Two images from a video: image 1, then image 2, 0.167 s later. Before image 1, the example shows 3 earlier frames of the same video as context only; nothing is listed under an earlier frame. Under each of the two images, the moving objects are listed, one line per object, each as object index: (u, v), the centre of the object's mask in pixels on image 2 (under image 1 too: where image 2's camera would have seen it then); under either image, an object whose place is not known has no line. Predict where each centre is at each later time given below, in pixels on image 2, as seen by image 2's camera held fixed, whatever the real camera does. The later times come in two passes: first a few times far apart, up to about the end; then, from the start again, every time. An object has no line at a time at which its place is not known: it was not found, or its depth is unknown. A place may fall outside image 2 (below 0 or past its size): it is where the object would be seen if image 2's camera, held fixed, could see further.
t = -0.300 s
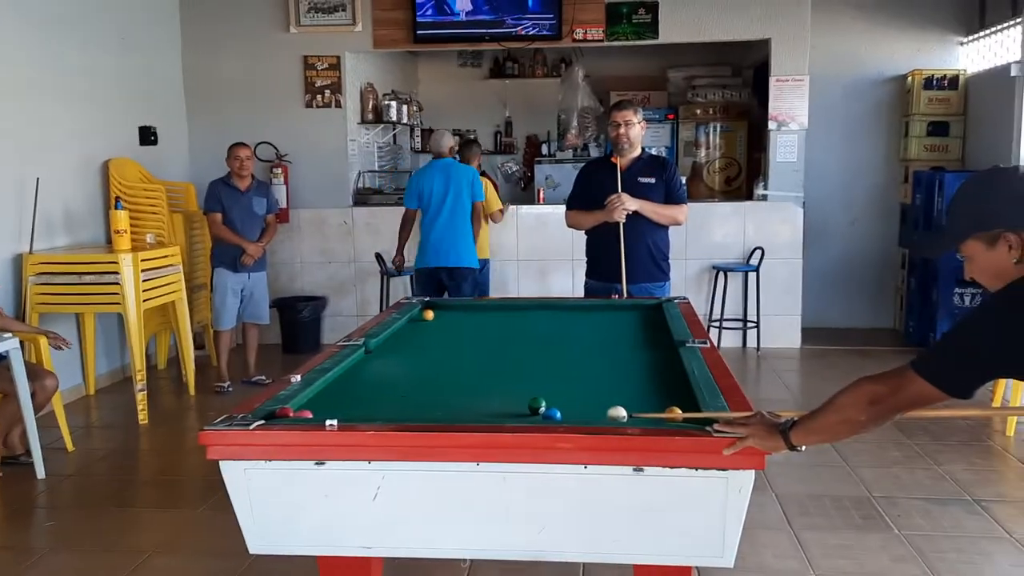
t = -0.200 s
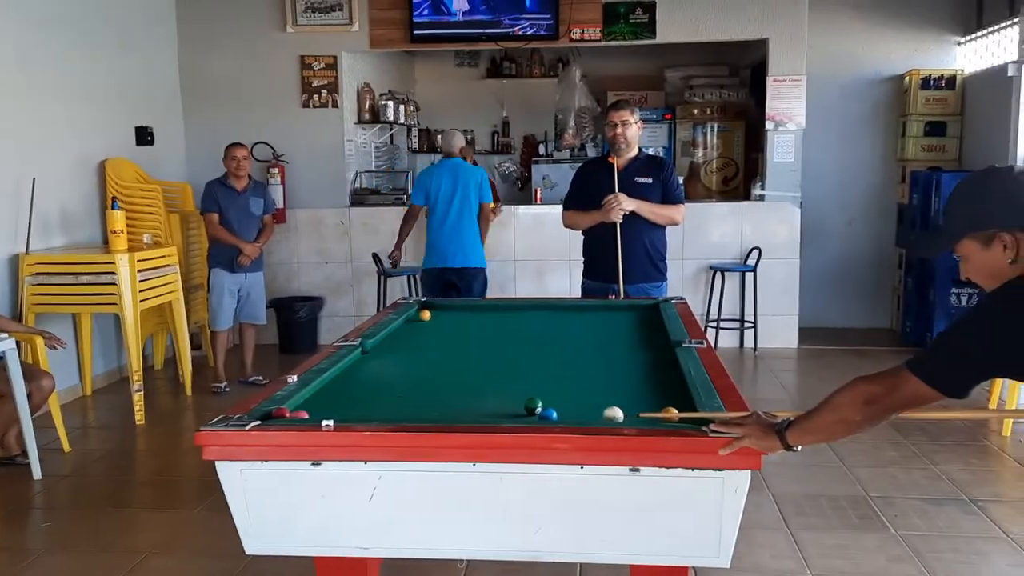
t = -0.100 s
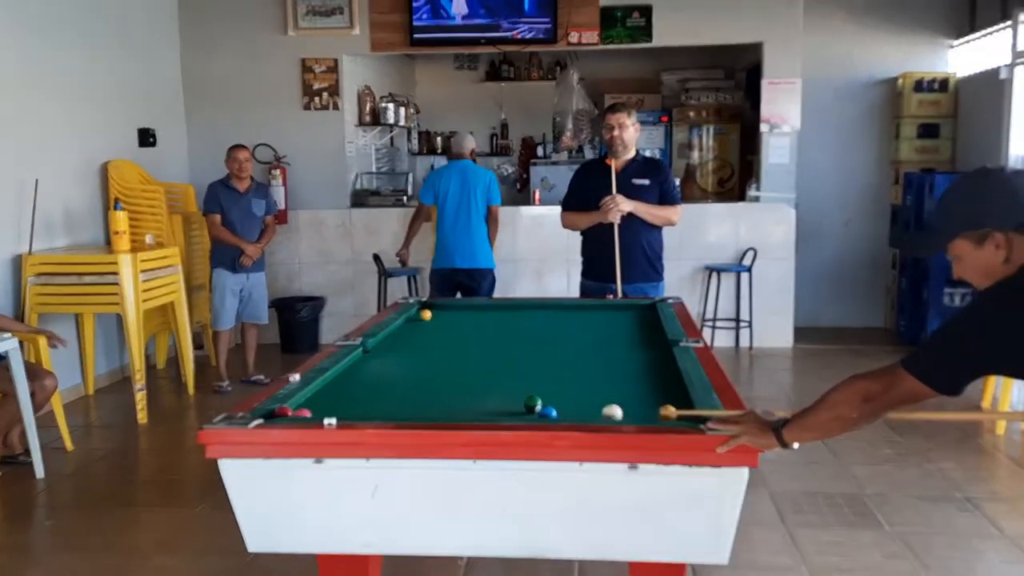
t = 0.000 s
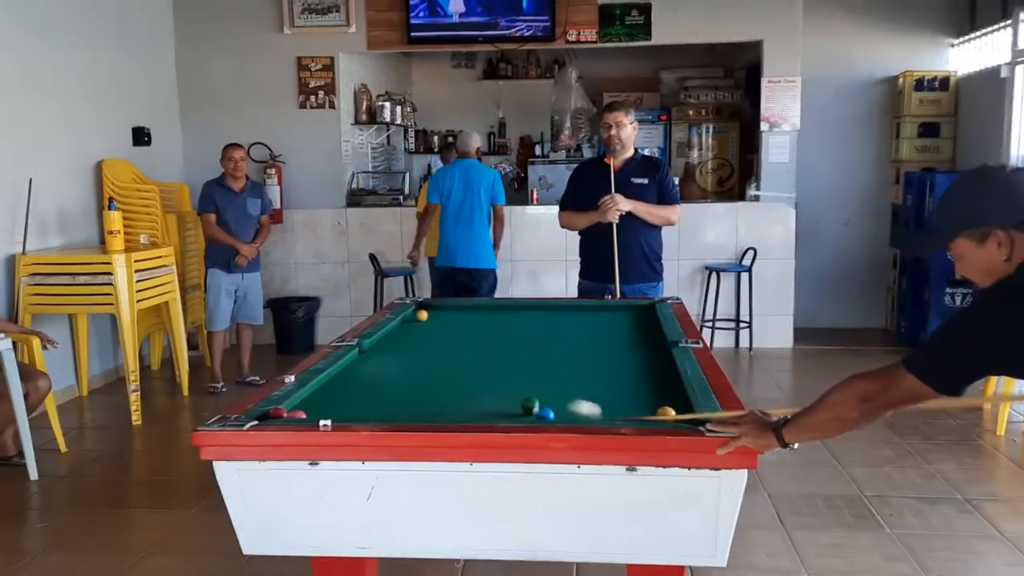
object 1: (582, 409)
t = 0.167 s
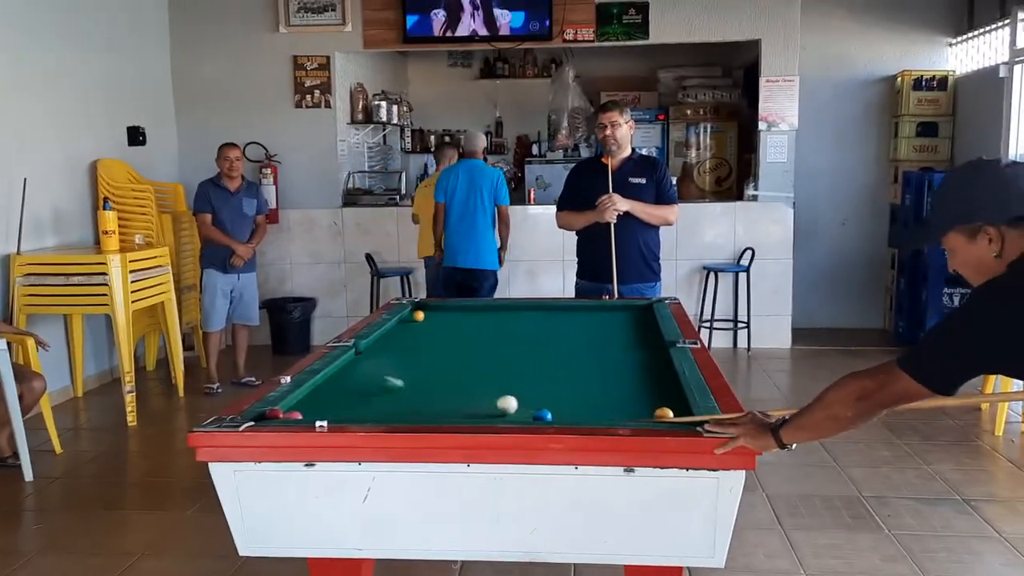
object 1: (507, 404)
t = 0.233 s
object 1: (492, 405)
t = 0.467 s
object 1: (444, 402)
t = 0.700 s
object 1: (399, 400)
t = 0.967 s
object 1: (351, 398)
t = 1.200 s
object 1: (313, 396)
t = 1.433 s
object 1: (330, 395)
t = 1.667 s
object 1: (358, 394)
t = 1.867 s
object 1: (380, 393)
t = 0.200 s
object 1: (499, 405)
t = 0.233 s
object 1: (492, 405)
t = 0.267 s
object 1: (485, 404)
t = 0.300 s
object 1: (478, 404)
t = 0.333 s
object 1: (471, 404)
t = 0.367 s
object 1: (464, 404)
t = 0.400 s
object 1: (457, 403)
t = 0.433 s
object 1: (450, 403)
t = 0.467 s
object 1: (444, 402)
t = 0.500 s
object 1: (437, 402)
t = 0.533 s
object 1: (431, 402)
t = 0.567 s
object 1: (424, 402)
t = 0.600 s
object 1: (418, 401)
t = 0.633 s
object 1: (412, 401)
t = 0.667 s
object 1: (405, 400)
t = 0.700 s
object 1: (399, 400)
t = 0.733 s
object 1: (393, 400)
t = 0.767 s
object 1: (387, 399)
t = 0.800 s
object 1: (380, 399)
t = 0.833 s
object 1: (374, 399)
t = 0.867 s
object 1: (369, 398)
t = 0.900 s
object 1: (363, 398)
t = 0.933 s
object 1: (357, 398)
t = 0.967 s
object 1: (351, 398)
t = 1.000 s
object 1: (345, 397)
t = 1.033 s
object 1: (340, 397)
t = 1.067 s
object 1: (334, 397)
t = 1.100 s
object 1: (328, 397)
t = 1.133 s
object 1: (323, 396)
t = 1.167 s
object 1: (318, 396)
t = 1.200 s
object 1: (313, 396)
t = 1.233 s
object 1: (307, 396)
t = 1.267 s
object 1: (308, 395)
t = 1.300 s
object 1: (313, 395)
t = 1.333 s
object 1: (317, 395)
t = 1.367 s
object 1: (322, 395)
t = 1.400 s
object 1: (326, 395)
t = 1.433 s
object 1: (330, 395)
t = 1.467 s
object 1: (334, 395)
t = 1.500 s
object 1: (339, 394)
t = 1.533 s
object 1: (342, 394)
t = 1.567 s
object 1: (346, 394)
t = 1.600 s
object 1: (350, 394)
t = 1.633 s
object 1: (354, 394)
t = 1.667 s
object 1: (358, 394)
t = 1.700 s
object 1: (362, 394)
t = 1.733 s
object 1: (366, 394)
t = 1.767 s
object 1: (370, 394)
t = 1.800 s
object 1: (373, 394)
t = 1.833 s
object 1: (377, 393)
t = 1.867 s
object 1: (380, 393)
